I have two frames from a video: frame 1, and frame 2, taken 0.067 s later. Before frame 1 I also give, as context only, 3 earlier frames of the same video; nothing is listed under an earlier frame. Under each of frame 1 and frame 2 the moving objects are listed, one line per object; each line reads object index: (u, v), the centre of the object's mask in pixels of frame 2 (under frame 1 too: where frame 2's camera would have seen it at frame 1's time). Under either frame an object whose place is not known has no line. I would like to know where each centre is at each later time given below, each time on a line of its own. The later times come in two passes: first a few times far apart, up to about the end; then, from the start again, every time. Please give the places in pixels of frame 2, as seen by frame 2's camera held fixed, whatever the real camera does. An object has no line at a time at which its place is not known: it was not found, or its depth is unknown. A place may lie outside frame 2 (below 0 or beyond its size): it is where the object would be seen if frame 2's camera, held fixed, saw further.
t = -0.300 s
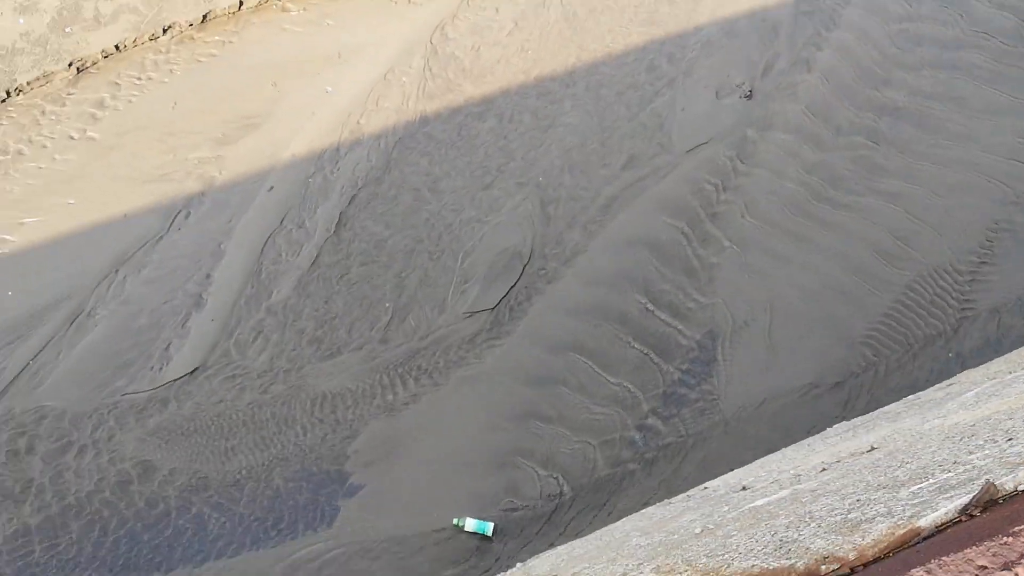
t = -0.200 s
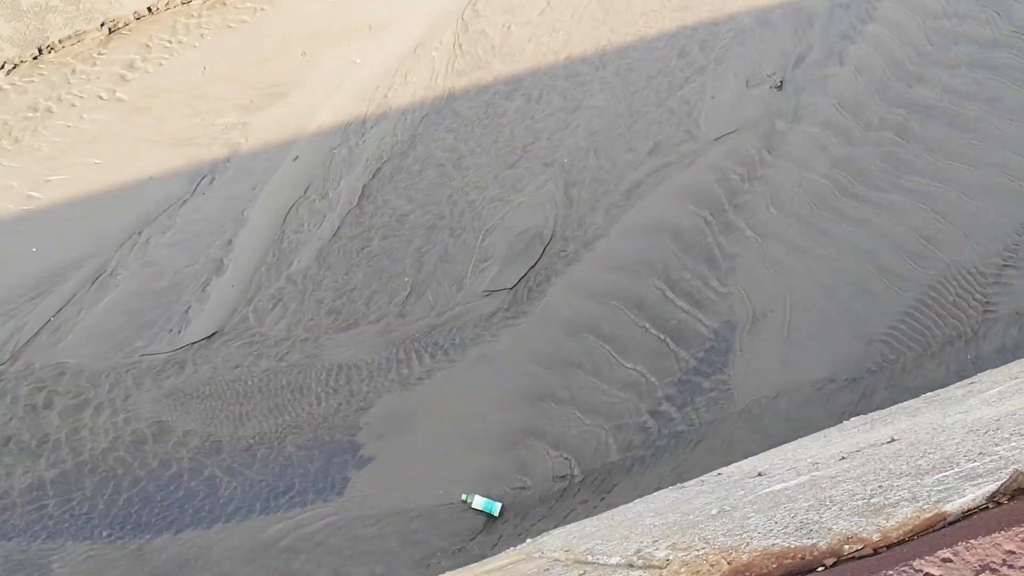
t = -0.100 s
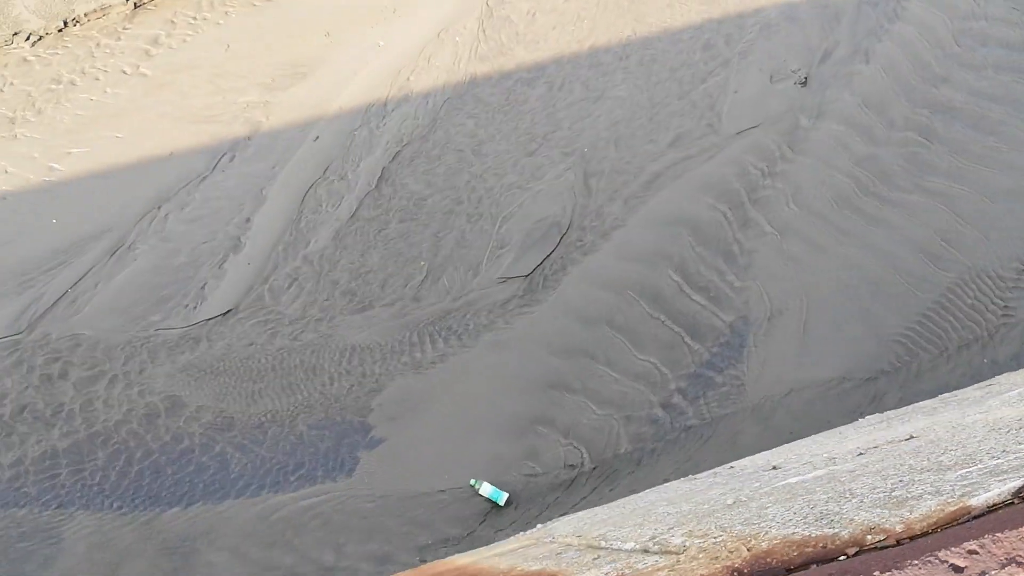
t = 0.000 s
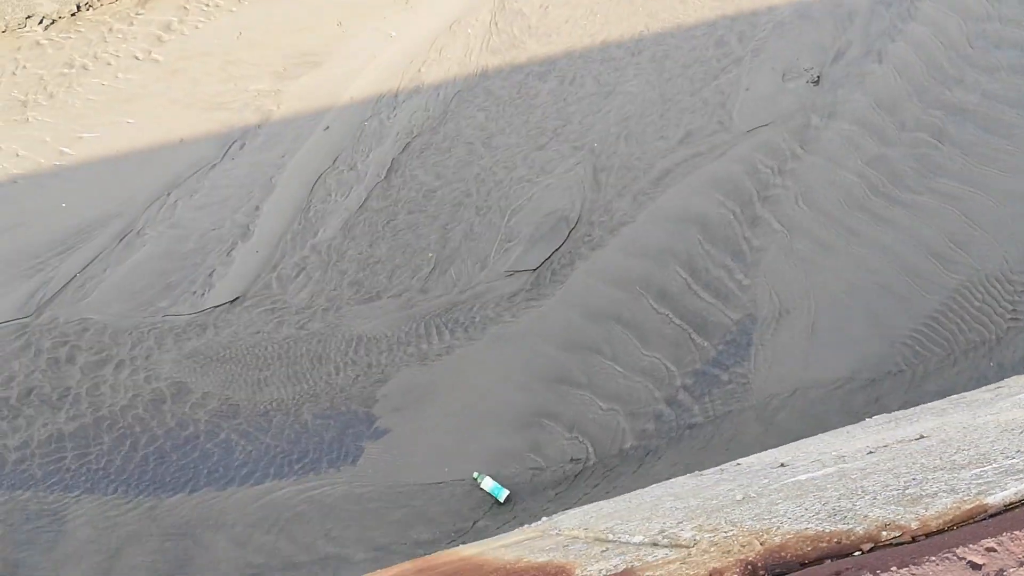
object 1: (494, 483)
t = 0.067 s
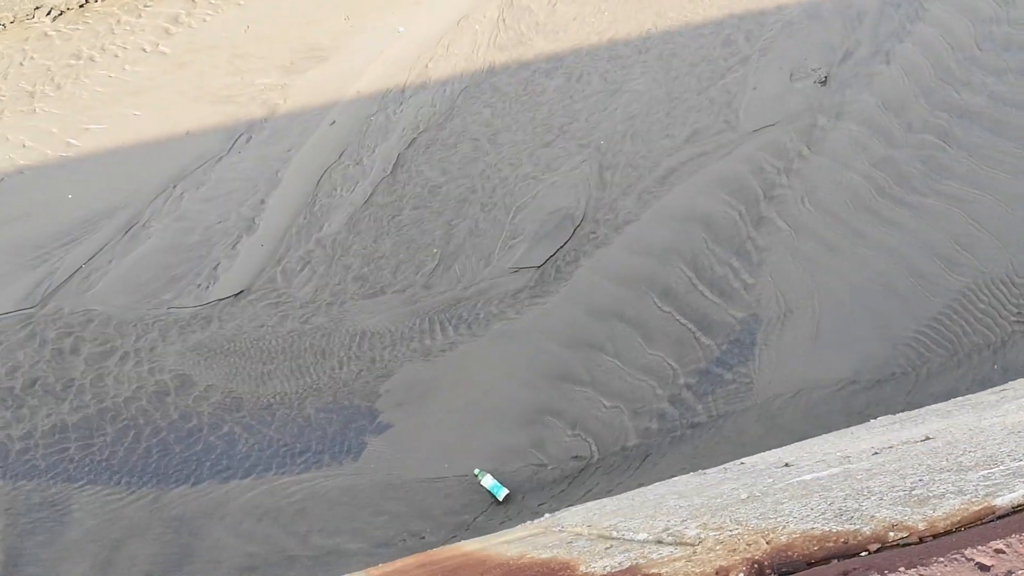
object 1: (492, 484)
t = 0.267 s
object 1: (483, 491)
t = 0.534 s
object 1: (463, 499)
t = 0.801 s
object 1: (439, 507)
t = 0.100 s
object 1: (491, 486)
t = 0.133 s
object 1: (489, 486)
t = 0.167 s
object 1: (488, 488)
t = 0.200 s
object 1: (487, 489)
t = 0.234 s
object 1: (485, 490)
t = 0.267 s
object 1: (483, 491)
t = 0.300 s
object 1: (481, 492)
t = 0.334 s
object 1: (478, 493)
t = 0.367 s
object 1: (476, 493)
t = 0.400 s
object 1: (473, 494)
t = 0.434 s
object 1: (471, 496)
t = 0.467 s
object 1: (468, 496)
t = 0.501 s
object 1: (465, 497)
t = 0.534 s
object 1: (463, 499)
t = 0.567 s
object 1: (460, 500)
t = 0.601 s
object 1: (456, 501)
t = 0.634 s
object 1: (453, 502)
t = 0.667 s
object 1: (450, 503)
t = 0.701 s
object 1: (448, 504)
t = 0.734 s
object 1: (445, 506)
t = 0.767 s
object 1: (442, 506)
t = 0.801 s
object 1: (439, 507)
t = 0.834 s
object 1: (435, 509)
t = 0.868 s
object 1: (431, 510)
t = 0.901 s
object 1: (428, 511)
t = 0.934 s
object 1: (425, 513)
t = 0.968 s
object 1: (422, 514)
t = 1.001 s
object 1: (418, 515)
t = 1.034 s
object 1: (414, 517)
